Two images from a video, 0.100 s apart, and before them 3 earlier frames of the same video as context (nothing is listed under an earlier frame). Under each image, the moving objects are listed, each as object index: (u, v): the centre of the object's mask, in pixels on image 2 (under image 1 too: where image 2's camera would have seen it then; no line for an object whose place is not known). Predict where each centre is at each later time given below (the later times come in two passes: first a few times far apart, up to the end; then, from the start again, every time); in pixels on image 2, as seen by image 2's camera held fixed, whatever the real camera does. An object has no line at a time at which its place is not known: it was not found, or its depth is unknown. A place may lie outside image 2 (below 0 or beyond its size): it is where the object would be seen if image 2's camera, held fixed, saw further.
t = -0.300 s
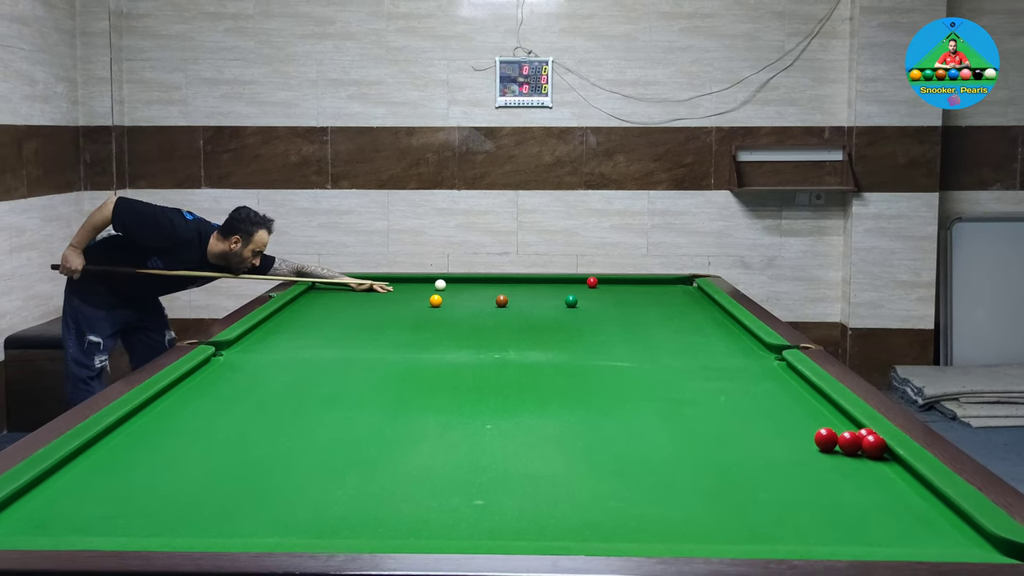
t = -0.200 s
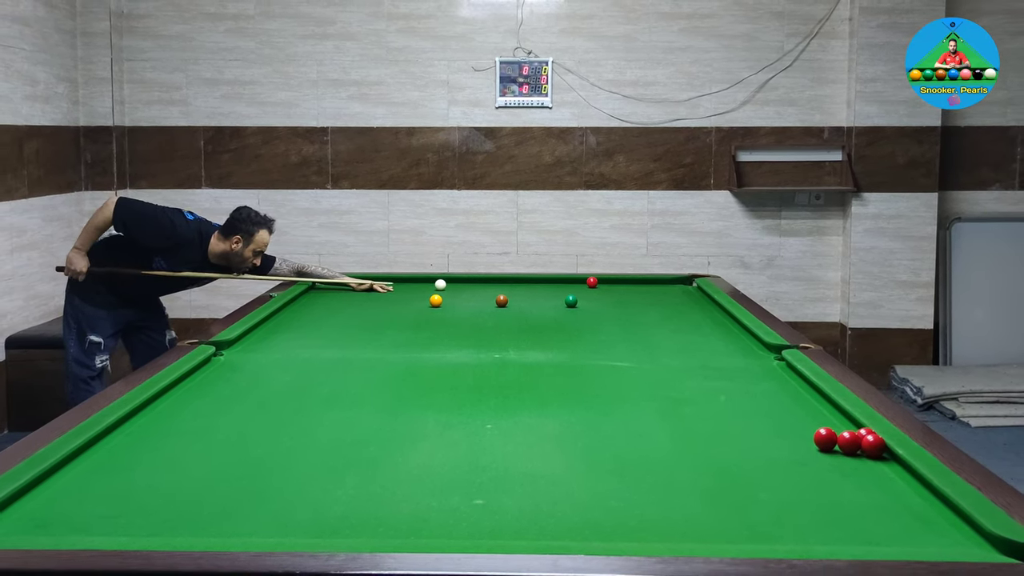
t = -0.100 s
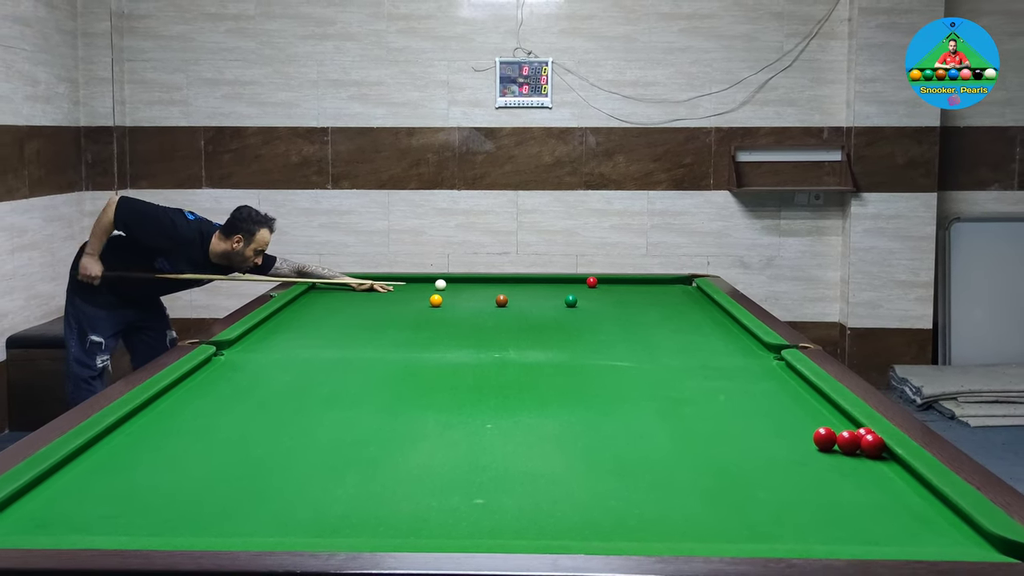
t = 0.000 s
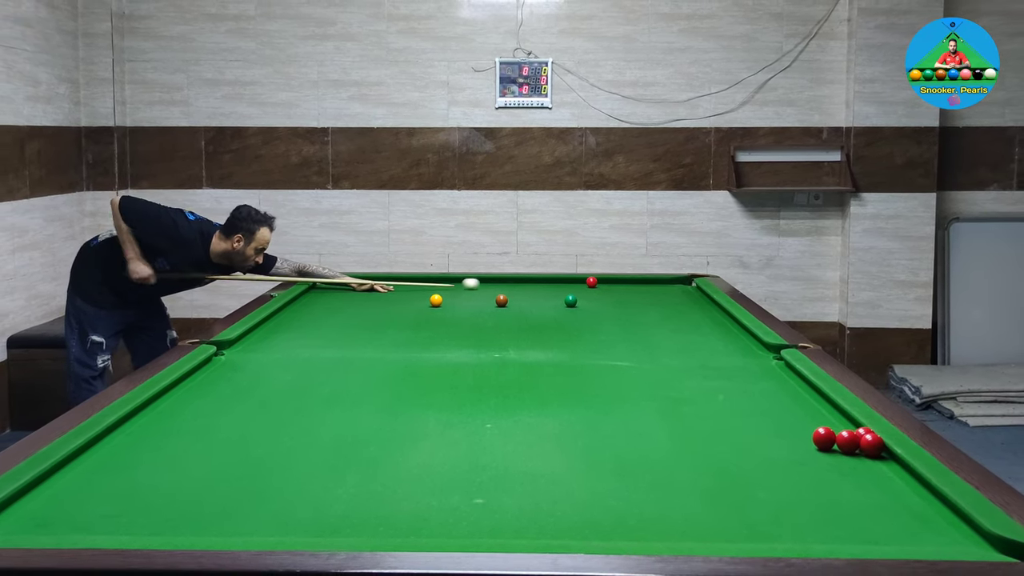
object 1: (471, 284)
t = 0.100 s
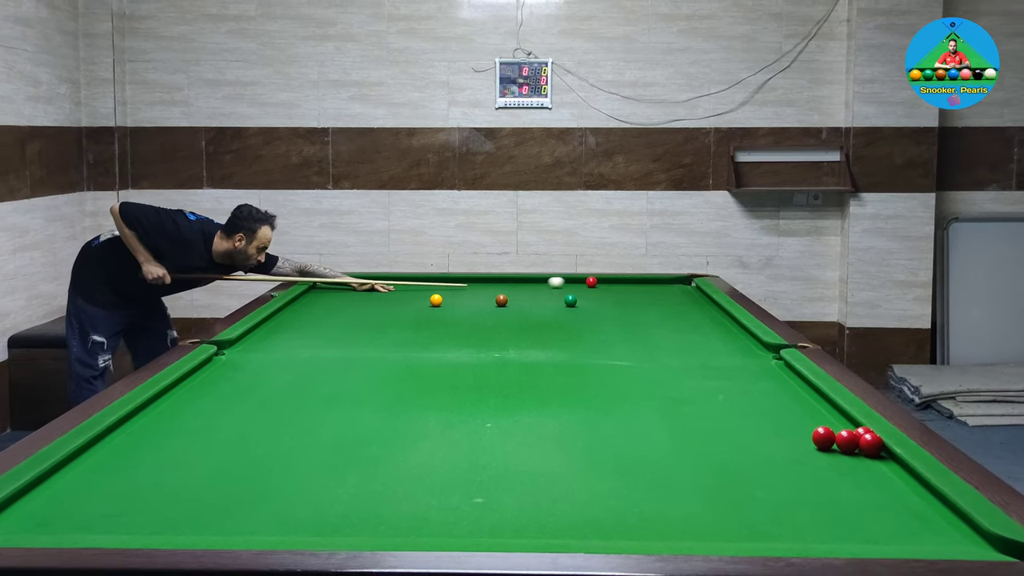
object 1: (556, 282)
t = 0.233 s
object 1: (584, 283)
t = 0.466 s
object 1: (602, 283)
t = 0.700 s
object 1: (618, 284)
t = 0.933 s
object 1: (633, 284)
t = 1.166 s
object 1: (648, 284)
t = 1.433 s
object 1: (663, 284)
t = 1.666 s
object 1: (675, 285)
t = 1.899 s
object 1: (686, 285)
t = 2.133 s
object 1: (687, 285)
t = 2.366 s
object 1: (681, 285)
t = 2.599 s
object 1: (677, 286)
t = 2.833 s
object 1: (673, 286)
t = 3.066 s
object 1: (671, 286)
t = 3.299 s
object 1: (669, 285)
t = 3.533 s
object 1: (669, 285)
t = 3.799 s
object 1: (669, 285)
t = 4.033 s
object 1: (669, 285)
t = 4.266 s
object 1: (669, 285)
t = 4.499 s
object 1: (669, 285)
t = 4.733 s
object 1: (669, 285)
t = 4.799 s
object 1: (669, 285)
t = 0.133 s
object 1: (581, 282)
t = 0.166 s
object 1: (582, 282)
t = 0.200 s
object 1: (583, 283)
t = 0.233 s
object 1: (584, 283)
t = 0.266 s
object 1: (587, 283)
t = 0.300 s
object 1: (589, 283)
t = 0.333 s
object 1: (592, 283)
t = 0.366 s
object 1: (594, 283)
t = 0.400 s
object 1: (597, 283)
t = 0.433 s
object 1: (599, 283)
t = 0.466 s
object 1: (602, 283)
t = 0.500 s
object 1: (604, 284)
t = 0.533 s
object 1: (606, 284)
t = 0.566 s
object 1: (609, 284)
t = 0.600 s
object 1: (611, 284)
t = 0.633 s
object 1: (613, 284)
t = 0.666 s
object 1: (616, 284)
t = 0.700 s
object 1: (618, 284)
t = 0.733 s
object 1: (620, 284)
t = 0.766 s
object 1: (623, 284)
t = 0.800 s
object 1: (625, 284)
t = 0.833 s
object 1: (627, 284)
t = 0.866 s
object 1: (629, 284)
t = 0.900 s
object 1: (631, 284)
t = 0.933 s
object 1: (633, 284)
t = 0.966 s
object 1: (636, 284)
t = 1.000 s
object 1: (638, 284)
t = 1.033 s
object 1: (640, 284)
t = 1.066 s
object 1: (642, 284)
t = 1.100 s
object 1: (644, 284)
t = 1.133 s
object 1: (646, 284)
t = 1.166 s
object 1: (648, 284)
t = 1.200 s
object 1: (650, 284)
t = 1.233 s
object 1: (652, 284)
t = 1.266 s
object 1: (654, 284)
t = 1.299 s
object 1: (656, 284)
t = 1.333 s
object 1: (658, 284)
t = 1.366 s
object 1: (660, 284)
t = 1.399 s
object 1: (662, 284)
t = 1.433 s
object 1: (663, 284)
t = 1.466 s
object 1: (665, 285)
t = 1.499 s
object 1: (667, 285)
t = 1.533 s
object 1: (669, 285)
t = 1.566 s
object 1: (670, 285)
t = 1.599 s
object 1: (672, 285)
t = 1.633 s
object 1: (674, 285)
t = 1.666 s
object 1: (675, 285)
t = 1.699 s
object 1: (677, 285)
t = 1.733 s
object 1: (679, 285)
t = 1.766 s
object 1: (680, 285)
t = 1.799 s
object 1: (682, 285)
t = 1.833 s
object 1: (683, 285)
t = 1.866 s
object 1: (685, 285)
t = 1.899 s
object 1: (686, 285)
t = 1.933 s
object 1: (688, 285)
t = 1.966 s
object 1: (689, 285)
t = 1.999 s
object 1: (690, 285)
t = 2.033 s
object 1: (689, 285)
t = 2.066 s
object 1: (689, 285)
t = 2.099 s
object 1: (688, 285)
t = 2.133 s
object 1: (687, 285)
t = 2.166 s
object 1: (686, 285)
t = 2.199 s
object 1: (685, 285)
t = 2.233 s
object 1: (685, 285)
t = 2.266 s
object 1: (684, 285)
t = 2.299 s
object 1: (683, 285)
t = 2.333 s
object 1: (682, 285)
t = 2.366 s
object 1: (681, 285)
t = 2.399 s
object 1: (681, 286)
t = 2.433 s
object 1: (680, 286)
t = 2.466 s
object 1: (679, 286)
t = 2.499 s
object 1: (678, 286)
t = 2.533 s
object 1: (678, 286)
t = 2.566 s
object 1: (677, 286)
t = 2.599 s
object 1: (677, 286)
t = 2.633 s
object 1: (676, 286)
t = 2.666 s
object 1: (675, 286)
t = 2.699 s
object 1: (675, 286)
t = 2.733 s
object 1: (674, 286)
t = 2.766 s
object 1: (674, 286)
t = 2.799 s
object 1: (673, 286)
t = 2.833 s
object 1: (673, 286)
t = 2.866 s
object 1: (673, 286)
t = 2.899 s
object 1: (672, 286)
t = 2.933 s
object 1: (672, 286)
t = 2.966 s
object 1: (672, 286)
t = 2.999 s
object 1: (671, 286)
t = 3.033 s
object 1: (671, 286)
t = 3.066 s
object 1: (671, 286)
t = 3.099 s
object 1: (671, 286)
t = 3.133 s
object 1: (670, 286)
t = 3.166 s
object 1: (670, 286)
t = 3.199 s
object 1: (670, 286)
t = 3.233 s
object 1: (670, 285)
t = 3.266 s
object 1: (669, 285)
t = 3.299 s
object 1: (669, 285)
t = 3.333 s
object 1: (669, 285)
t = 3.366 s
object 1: (669, 285)
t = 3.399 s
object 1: (669, 285)
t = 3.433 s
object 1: (669, 285)
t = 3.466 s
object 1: (669, 285)
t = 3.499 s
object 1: (669, 285)
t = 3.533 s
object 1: (669, 285)
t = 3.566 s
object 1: (669, 285)
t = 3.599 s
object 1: (669, 285)
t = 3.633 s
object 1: (669, 285)
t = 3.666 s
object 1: (669, 285)
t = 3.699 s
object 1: (669, 285)
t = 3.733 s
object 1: (669, 285)
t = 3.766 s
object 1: (669, 285)
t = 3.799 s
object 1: (669, 285)
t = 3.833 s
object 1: (669, 285)
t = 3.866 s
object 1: (669, 285)
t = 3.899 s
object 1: (669, 285)
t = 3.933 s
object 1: (669, 285)
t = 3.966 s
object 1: (669, 285)
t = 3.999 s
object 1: (669, 285)
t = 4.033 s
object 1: (669, 285)
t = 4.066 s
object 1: (670, 285)
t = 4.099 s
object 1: (669, 285)
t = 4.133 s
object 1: (669, 285)
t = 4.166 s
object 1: (669, 285)
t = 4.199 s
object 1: (669, 285)
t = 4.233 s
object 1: (669, 285)
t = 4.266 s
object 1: (669, 285)
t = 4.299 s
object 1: (669, 285)
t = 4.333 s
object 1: (669, 285)
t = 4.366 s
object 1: (669, 285)
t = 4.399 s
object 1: (669, 285)
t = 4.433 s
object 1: (669, 285)
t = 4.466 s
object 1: (669, 285)
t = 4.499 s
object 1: (669, 285)
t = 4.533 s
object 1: (669, 285)
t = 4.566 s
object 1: (669, 285)
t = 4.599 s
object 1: (669, 285)
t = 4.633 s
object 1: (669, 285)
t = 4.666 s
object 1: (669, 285)
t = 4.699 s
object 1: (669, 285)
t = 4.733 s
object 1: (669, 285)
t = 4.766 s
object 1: (669, 285)
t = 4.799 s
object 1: (669, 285)
